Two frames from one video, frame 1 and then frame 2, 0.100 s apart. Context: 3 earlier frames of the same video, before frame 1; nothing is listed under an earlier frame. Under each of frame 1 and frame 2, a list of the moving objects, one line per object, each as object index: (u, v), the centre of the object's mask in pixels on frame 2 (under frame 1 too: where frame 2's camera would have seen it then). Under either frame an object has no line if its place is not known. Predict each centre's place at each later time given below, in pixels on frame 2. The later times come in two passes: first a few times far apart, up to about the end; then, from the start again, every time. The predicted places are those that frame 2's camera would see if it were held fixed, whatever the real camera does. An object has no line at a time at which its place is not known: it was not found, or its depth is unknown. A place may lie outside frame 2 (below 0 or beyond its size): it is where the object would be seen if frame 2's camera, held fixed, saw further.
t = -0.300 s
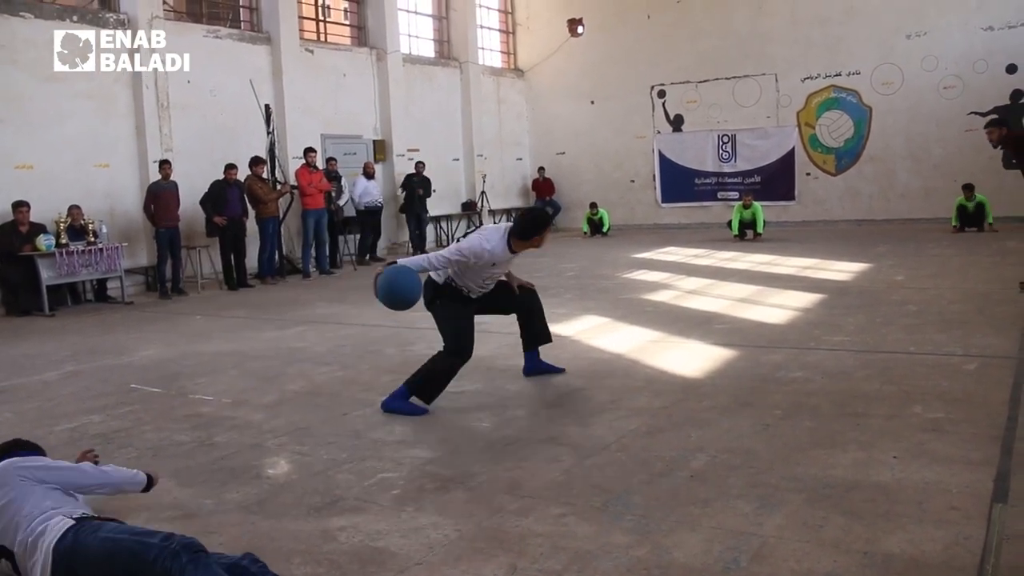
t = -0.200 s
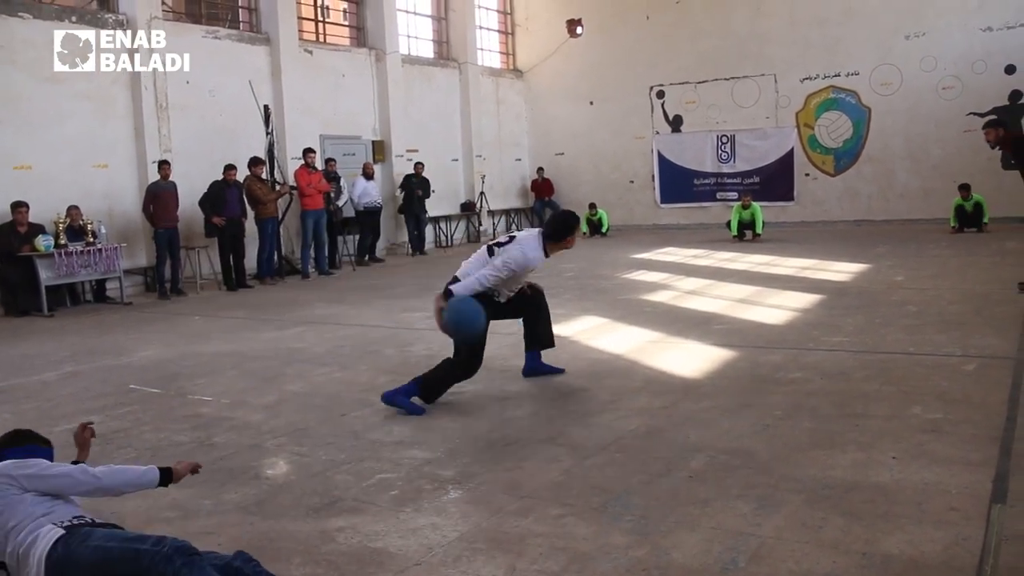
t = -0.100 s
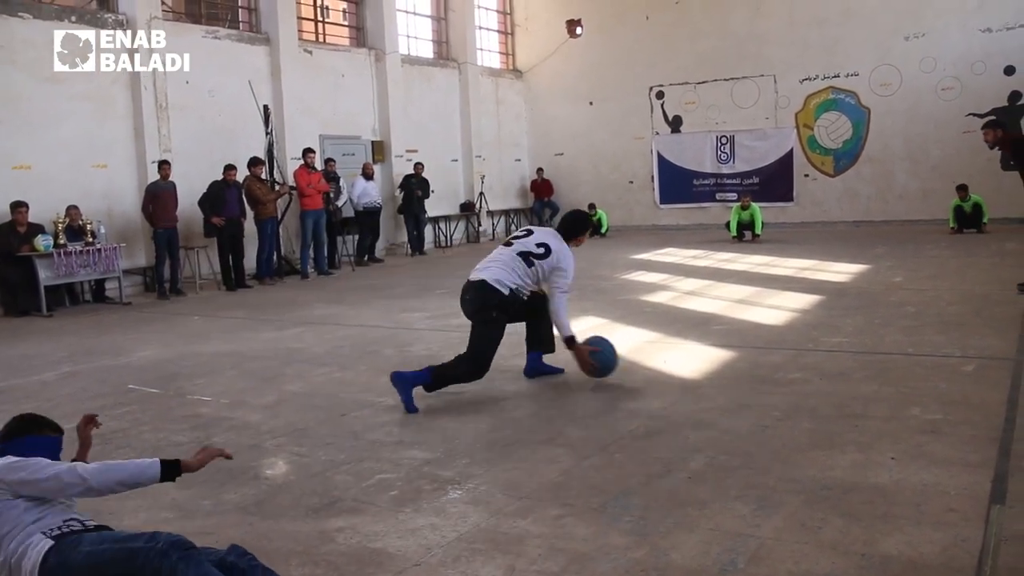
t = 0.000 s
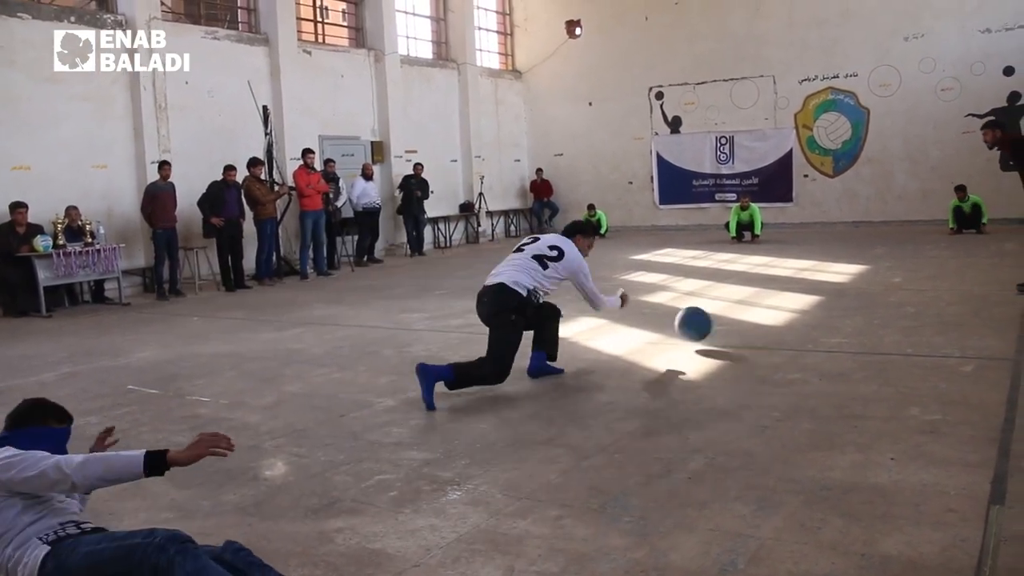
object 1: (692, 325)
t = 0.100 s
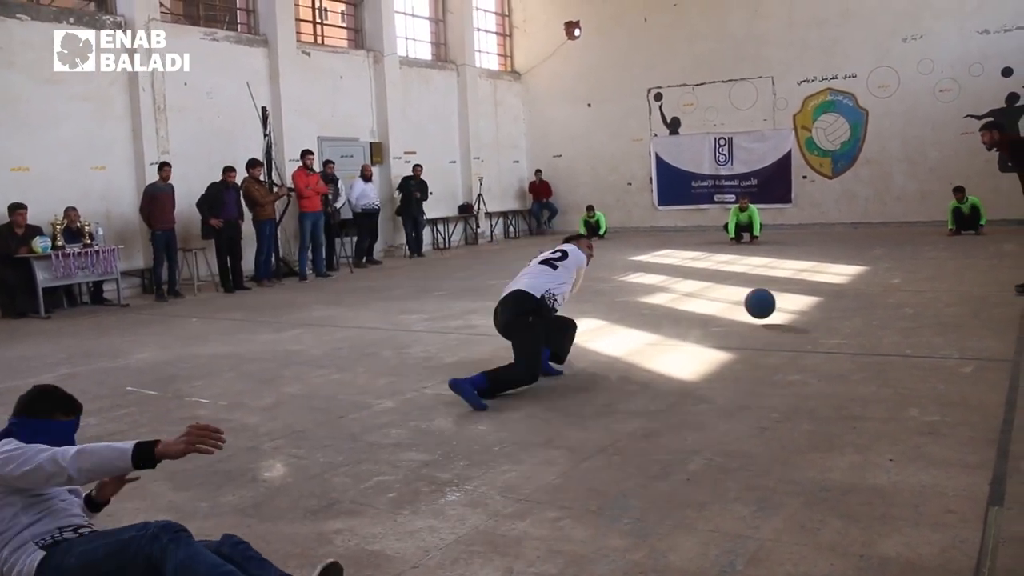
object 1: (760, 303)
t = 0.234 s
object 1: (821, 283)
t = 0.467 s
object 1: (887, 262)
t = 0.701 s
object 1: (928, 249)
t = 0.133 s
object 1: (779, 300)
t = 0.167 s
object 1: (795, 296)
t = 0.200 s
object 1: (809, 288)
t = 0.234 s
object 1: (821, 283)
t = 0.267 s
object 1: (833, 279)
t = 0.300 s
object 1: (844, 276)
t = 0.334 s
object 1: (855, 275)
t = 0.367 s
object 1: (864, 271)
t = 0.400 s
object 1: (872, 267)
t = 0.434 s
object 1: (880, 264)
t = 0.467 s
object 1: (887, 262)
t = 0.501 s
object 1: (893, 262)
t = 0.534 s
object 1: (900, 259)
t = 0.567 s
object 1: (906, 255)
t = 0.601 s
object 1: (912, 253)
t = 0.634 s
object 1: (917, 252)
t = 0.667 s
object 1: (922, 251)
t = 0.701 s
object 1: (928, 249)
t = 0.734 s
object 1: (933, 247)
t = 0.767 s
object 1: (937, 245)
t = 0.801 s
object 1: (942, 245)
